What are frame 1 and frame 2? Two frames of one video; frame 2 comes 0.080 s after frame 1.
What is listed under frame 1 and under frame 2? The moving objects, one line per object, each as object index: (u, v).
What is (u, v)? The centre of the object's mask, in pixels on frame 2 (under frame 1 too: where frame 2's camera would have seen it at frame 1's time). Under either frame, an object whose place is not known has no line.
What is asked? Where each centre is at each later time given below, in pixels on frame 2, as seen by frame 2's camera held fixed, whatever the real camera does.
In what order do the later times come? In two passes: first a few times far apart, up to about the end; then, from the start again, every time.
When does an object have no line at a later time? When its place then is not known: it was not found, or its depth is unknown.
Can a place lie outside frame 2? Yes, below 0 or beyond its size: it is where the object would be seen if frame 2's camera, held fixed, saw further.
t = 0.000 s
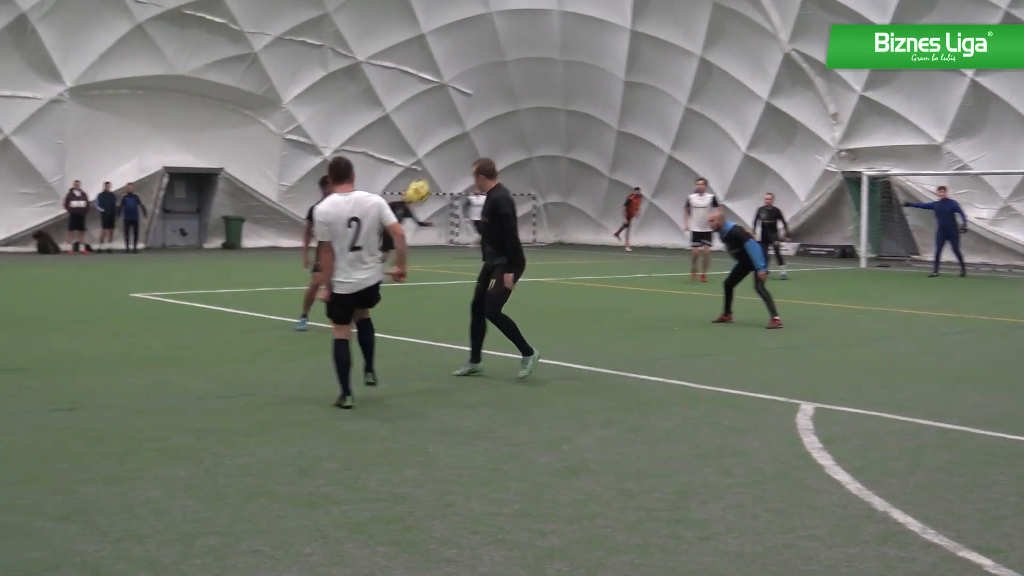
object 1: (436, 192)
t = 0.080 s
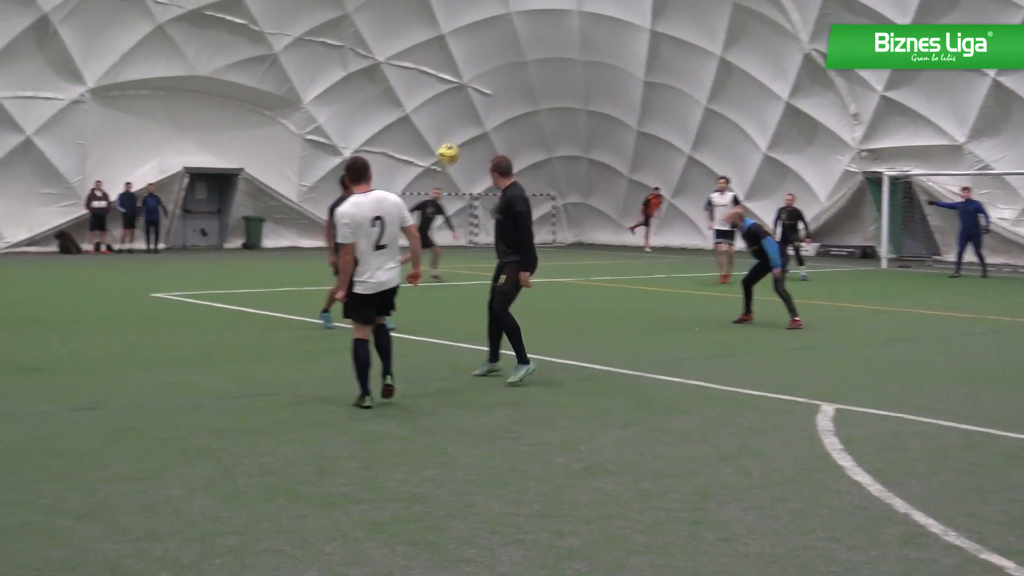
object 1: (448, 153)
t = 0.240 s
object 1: (464, 104)
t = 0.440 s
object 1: (477, 76)
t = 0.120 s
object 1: (453, 137)
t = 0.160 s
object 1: (457, 124)
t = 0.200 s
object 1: (461, 113)
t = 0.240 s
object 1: (464, 104)
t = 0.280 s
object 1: (467, 96)
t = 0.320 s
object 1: (470, 89)
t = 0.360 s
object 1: (473, 83)
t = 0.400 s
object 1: (475, 79)
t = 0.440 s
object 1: (477, 76)
